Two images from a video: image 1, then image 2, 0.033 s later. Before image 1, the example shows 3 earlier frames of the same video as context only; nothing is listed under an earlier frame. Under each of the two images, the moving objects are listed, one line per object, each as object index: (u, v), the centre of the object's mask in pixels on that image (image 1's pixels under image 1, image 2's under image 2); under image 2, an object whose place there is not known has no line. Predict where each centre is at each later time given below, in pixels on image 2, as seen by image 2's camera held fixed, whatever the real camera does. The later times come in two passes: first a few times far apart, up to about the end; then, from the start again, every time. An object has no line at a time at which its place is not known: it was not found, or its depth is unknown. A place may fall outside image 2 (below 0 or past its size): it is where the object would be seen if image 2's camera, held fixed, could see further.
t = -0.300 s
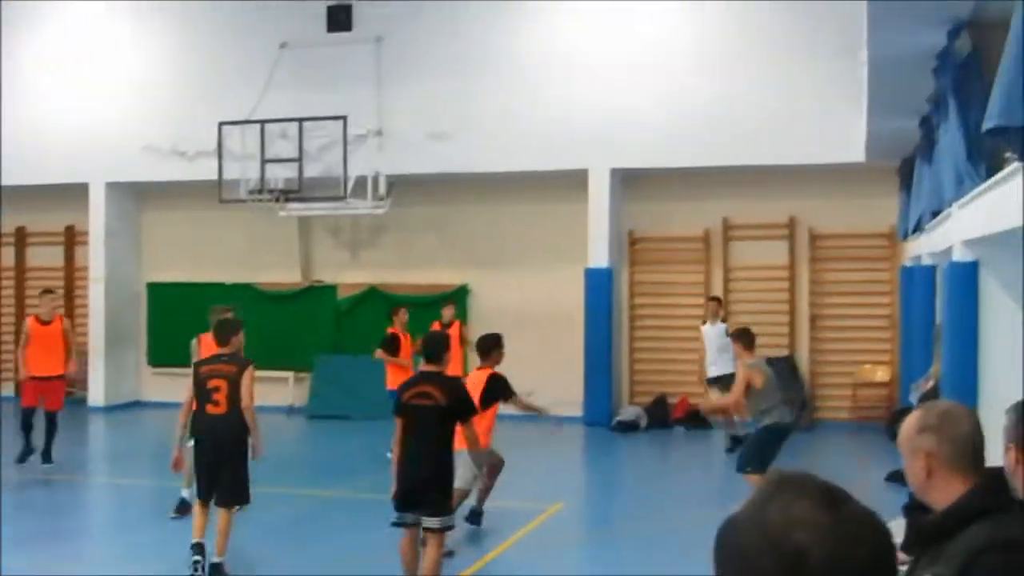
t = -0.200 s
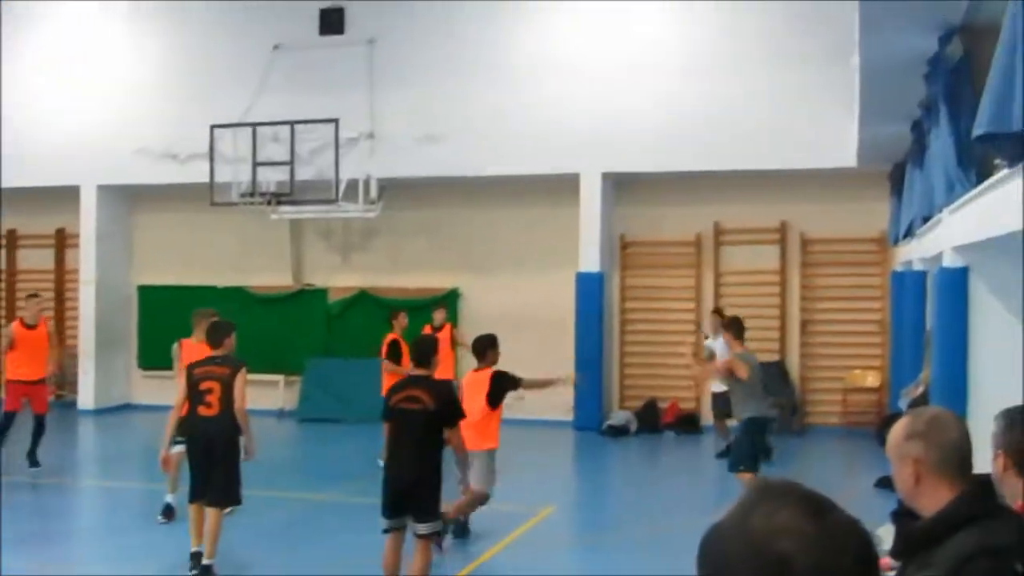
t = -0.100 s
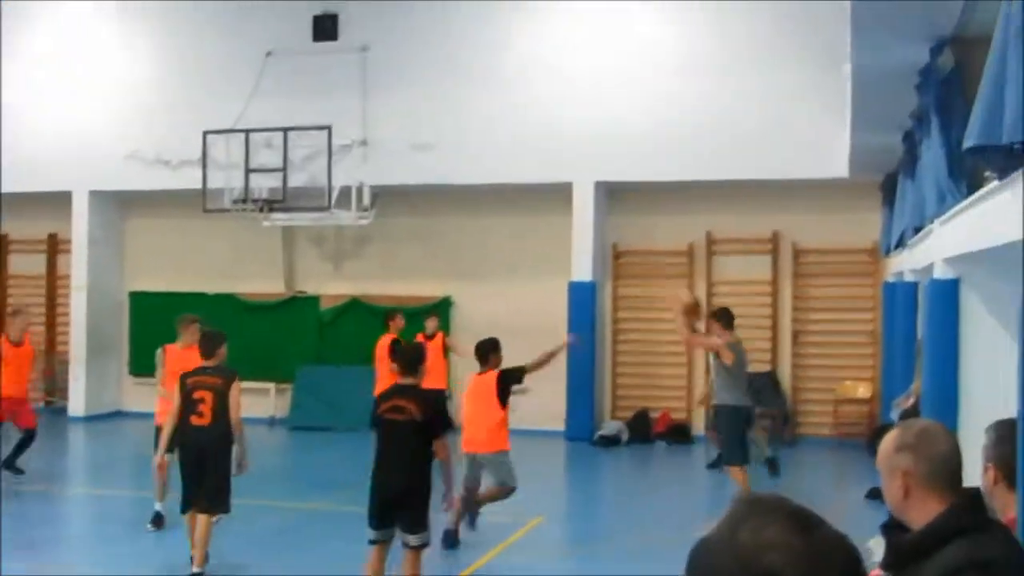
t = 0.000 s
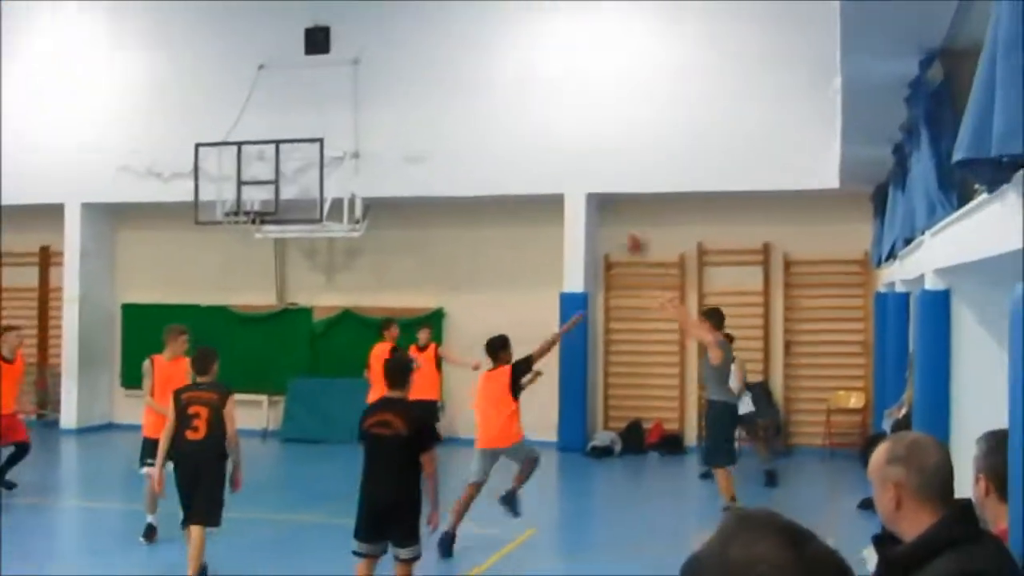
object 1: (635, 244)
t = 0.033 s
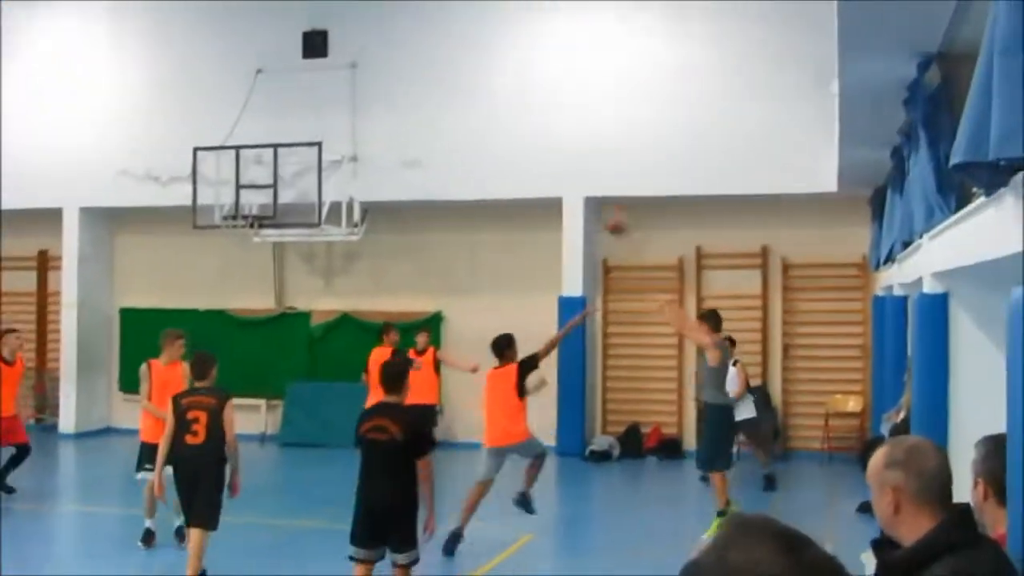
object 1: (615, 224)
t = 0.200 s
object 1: (541, 133)
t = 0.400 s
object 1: (463, 73)
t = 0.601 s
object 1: (394, 55)
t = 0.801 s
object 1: (334, 72)
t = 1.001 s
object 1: (278, 124)
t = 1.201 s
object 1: (227, 202)
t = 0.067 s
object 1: (598, 202)
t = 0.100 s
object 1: (584, 181)
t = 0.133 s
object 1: (570, 165)
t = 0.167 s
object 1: (556, 149)
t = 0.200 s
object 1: (541, 133)
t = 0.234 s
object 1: (528, 120)
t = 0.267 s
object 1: (515, 107)
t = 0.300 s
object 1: (501, 97)
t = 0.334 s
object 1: (489, 88)
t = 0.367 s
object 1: (476, 79)
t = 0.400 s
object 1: (463, 73)
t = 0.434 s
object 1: (451, 67)
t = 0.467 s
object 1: (439, 62)
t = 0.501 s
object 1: (427, 58)
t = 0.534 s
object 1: (416, 56)
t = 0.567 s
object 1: (405, 55)
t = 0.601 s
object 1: (394, 55)
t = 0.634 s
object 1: (382, 55)
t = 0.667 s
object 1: (372, 56)
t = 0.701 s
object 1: (362, 60)
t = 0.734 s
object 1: (352, 62)
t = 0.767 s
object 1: (343, 67)
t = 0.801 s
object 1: (334, 72)
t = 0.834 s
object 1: (324, 79)
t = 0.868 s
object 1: (314, 87)
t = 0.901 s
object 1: (305, 94)
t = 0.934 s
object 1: (295, 104)
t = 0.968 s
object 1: (287, 113)
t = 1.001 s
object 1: (278, 124)
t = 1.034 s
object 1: (269, 134)
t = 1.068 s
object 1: (260, 146)
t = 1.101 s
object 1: (251, 159)
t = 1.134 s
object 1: (244, 172)
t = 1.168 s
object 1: (234, 186)
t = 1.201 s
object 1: (227, 202)
